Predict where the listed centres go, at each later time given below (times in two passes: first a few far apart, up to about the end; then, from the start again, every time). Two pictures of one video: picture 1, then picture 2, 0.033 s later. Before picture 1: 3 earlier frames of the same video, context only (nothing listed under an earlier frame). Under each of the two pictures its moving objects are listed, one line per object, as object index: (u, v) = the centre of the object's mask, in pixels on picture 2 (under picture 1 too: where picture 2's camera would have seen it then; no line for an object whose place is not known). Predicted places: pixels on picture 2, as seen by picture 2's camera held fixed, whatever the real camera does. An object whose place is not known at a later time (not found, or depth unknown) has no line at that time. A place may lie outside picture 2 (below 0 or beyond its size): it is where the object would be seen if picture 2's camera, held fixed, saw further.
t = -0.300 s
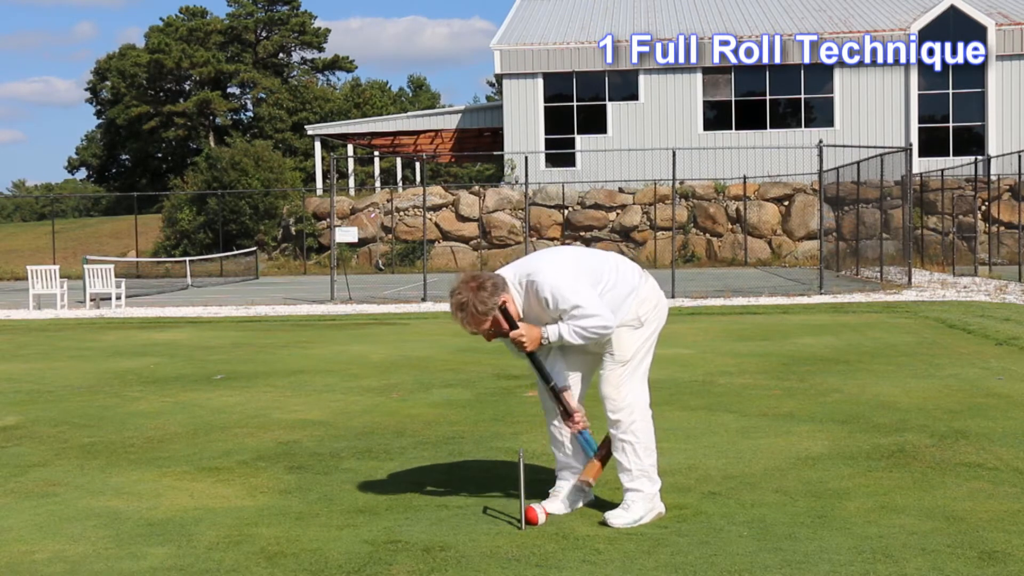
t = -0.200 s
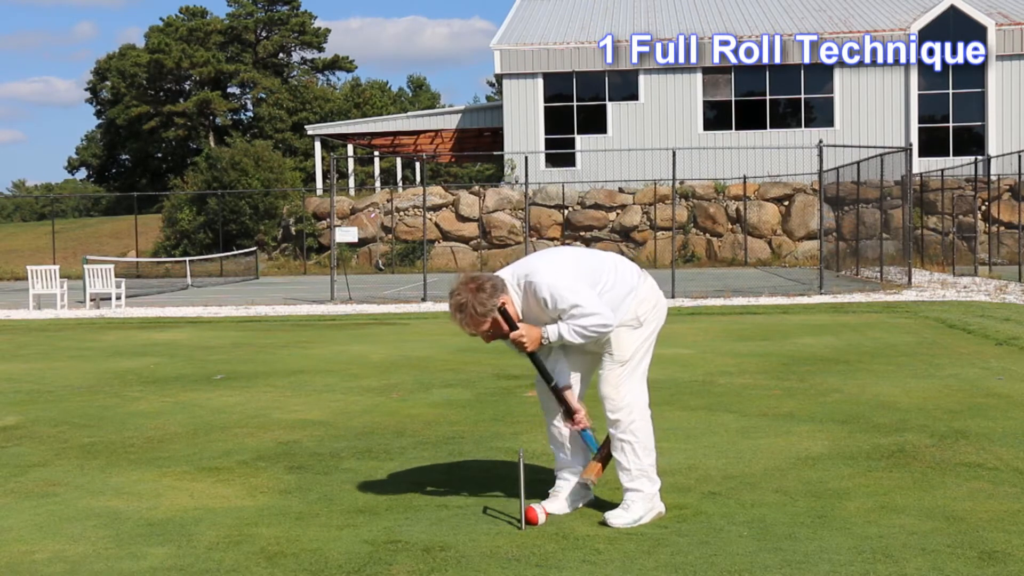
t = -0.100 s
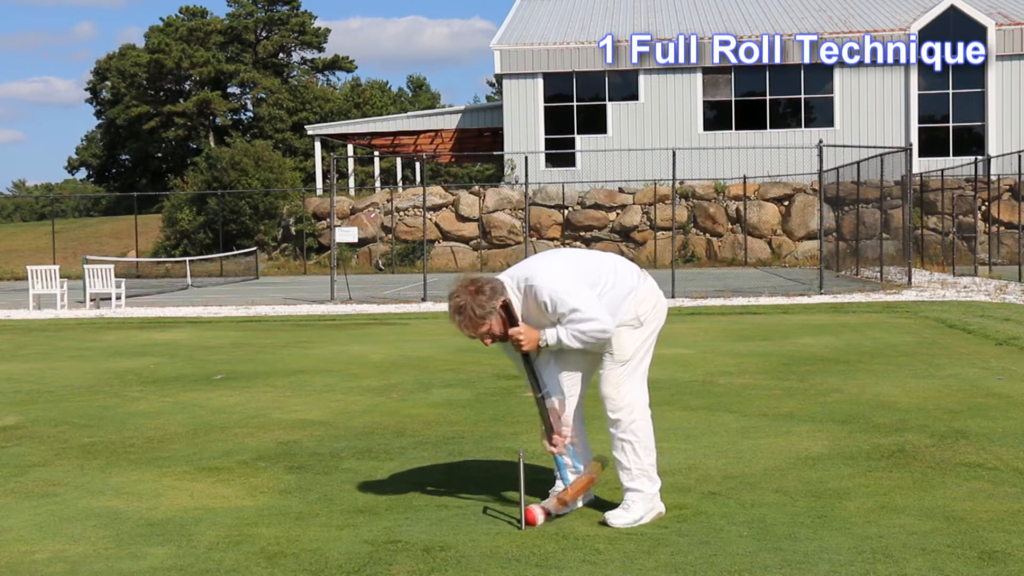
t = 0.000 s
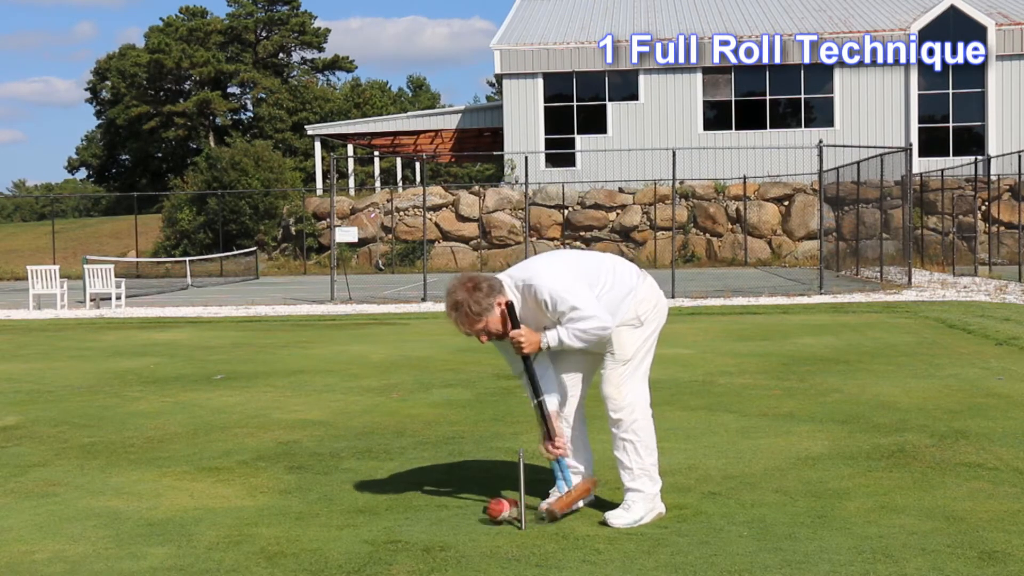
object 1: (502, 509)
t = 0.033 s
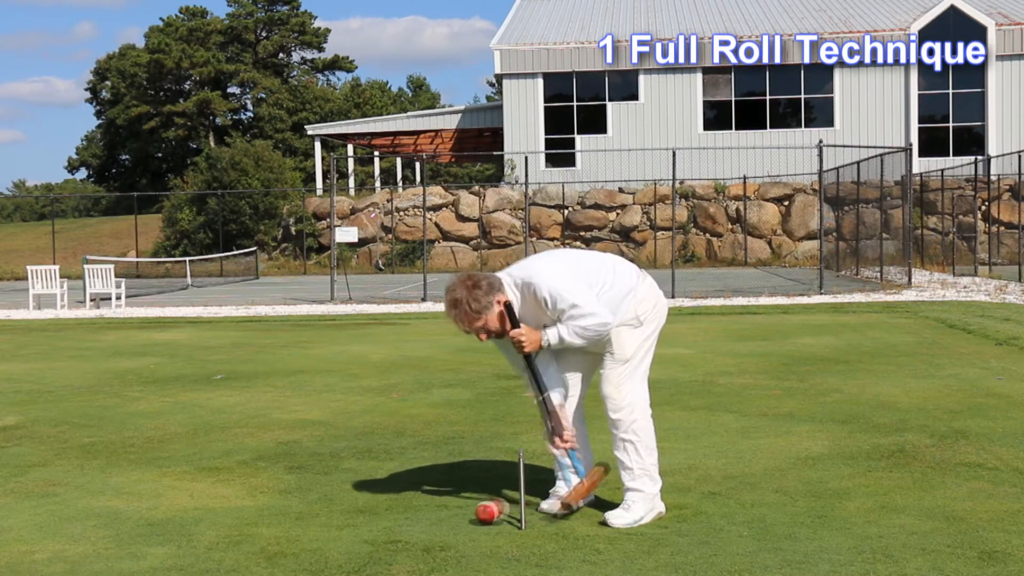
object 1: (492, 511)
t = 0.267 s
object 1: (425, 516)
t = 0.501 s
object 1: (369, 519)
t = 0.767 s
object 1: (321, 521)
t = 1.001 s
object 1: (292, 522)
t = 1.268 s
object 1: (275, 522)
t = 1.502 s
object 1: (275, 522)
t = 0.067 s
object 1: (481, 514)
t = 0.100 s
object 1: (470, 515)
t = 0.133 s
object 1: (461, 514)
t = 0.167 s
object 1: (452, 515)
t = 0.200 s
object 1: (442, 515)
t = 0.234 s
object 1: (434, 516)
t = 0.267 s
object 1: (425, 516)
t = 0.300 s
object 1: (416, 517)
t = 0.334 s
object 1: (407, 517)
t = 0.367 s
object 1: (399, 518)
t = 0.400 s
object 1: (391, 519)
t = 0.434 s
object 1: (383, 519)
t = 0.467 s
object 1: (377, 519)
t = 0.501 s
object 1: (369, 519)
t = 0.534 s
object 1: (362, 519)
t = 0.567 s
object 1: (356, 519)
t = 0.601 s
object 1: (349, 520)
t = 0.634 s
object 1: (343, 520)
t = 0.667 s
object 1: (337, 520)
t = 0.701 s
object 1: (331, 521)
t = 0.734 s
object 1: (326, 521)
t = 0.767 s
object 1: (321, 521)
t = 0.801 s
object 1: (317, 521)
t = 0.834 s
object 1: (312, 521)
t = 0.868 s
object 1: (307, 522)
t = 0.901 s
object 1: (303, 522)
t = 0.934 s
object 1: (300, 522)
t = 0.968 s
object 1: (296, 522)
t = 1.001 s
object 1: (292, 522)
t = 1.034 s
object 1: (289, 522)
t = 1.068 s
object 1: (286, 522)
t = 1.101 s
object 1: (283, 523)
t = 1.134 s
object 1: (281, 523)
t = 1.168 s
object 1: (279, 522)
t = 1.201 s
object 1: (277, 522)
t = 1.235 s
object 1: (276, 522)
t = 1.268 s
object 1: (275, 522)
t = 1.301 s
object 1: (274, 522)
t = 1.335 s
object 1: (274, 522)
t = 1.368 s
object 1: (274, 522)
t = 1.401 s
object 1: (274, 522)
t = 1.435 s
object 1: (274, 522)
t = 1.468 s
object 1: (274, 522)
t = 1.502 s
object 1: (275, 522)
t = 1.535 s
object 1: (275, 522)
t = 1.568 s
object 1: (275, 522)
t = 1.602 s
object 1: (275, 522)
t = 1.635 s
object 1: (275, 522)
